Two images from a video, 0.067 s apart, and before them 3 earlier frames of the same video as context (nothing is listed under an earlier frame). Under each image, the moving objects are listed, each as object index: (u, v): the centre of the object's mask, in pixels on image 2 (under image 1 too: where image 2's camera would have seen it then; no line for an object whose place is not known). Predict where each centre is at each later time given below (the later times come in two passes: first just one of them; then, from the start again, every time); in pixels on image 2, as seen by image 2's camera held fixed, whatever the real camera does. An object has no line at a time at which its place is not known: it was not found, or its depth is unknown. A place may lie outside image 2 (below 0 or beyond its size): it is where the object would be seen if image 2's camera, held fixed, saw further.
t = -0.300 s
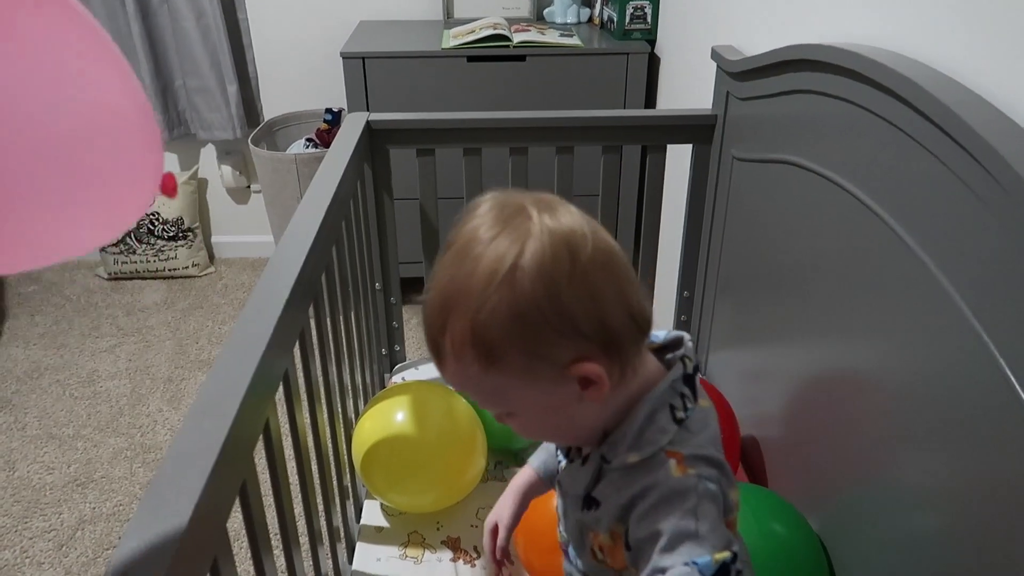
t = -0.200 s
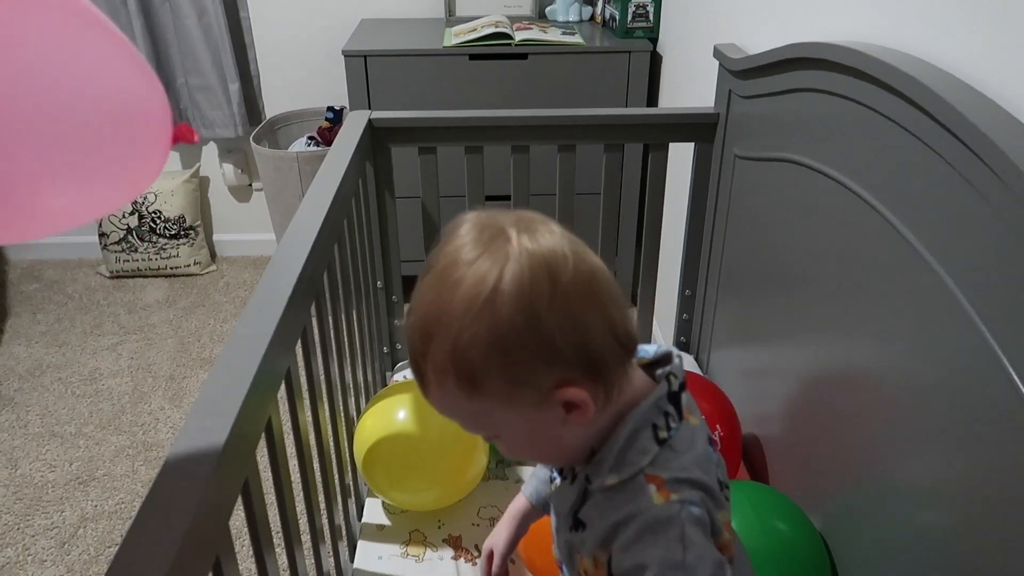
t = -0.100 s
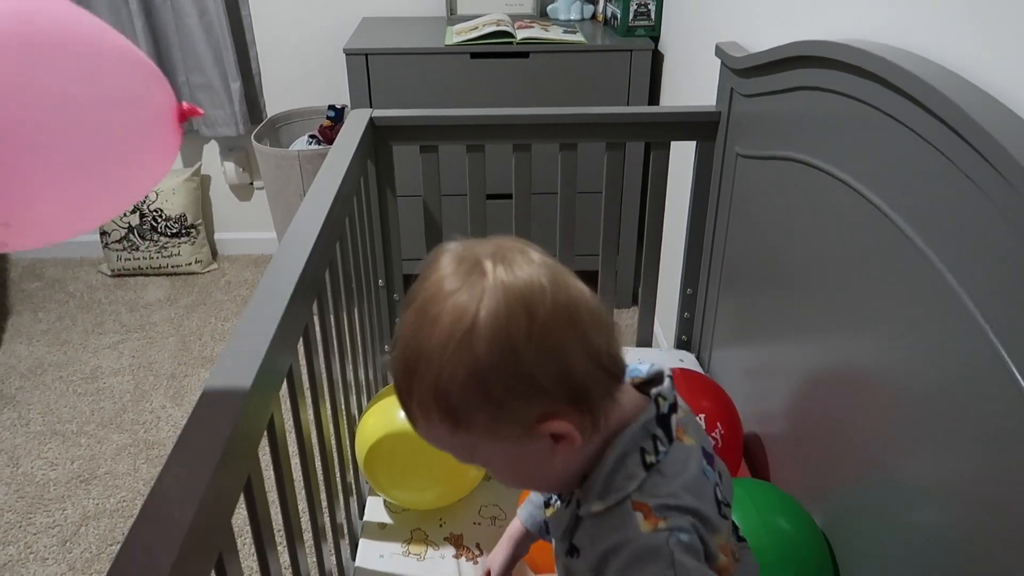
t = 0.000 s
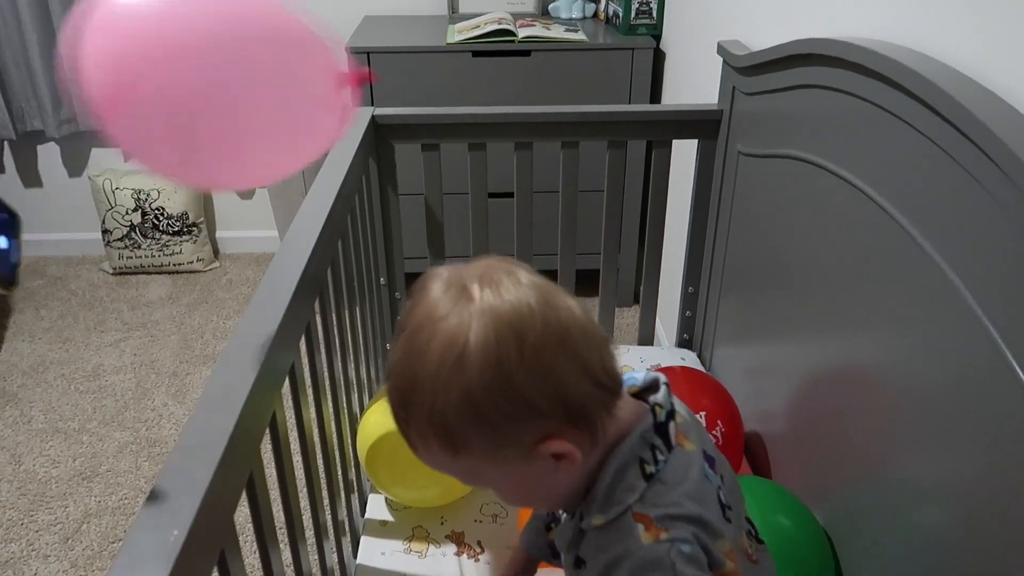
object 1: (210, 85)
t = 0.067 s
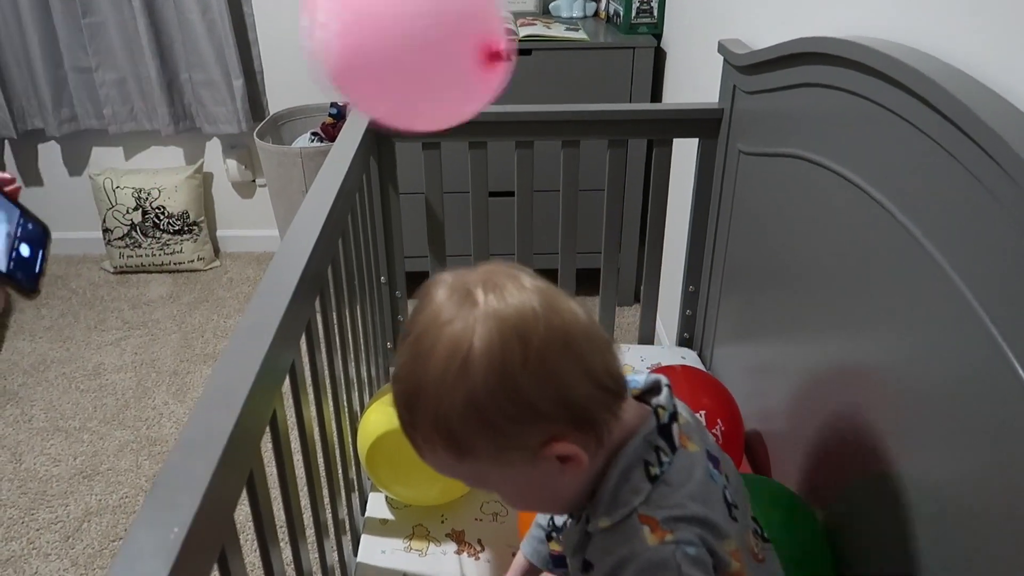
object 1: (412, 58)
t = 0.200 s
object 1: (637, 36)
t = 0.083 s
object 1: (449, 53)
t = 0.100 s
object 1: (481, 49)
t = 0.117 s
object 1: (513, 46)
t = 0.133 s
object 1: (544, 43)
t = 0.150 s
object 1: (570, 41)
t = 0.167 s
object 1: (595, 39)
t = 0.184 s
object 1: (617, 37)
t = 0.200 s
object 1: (637, 36)
